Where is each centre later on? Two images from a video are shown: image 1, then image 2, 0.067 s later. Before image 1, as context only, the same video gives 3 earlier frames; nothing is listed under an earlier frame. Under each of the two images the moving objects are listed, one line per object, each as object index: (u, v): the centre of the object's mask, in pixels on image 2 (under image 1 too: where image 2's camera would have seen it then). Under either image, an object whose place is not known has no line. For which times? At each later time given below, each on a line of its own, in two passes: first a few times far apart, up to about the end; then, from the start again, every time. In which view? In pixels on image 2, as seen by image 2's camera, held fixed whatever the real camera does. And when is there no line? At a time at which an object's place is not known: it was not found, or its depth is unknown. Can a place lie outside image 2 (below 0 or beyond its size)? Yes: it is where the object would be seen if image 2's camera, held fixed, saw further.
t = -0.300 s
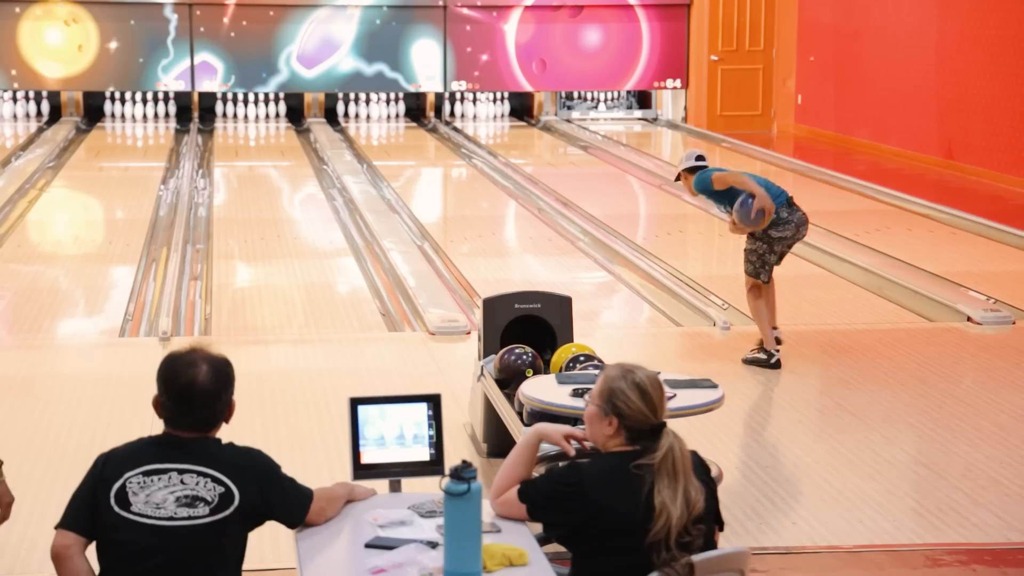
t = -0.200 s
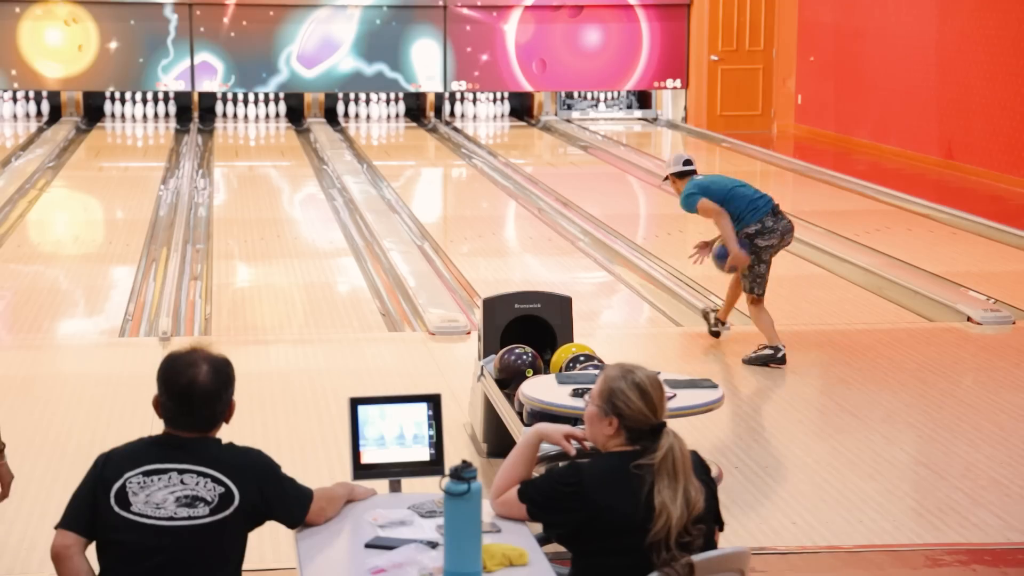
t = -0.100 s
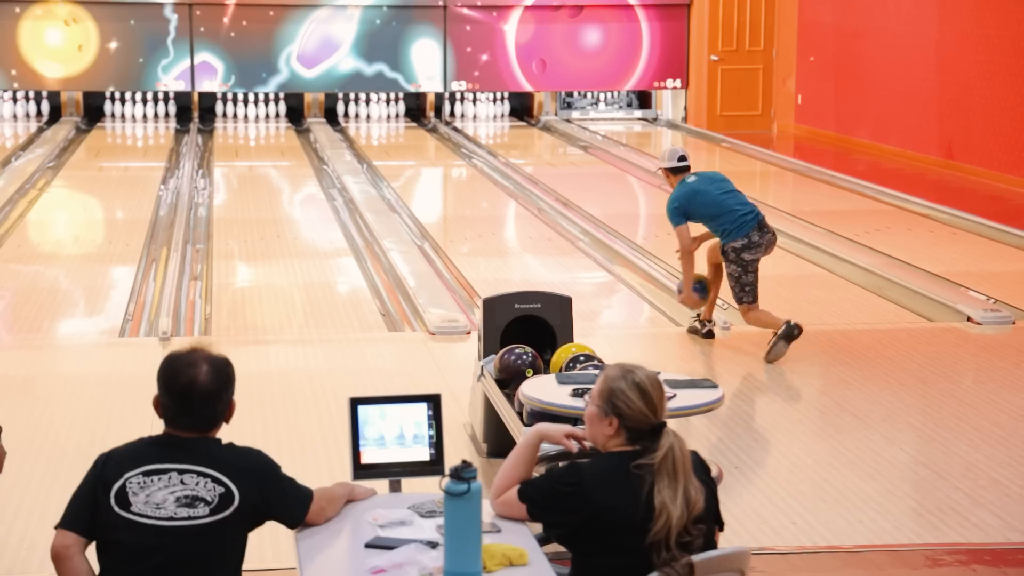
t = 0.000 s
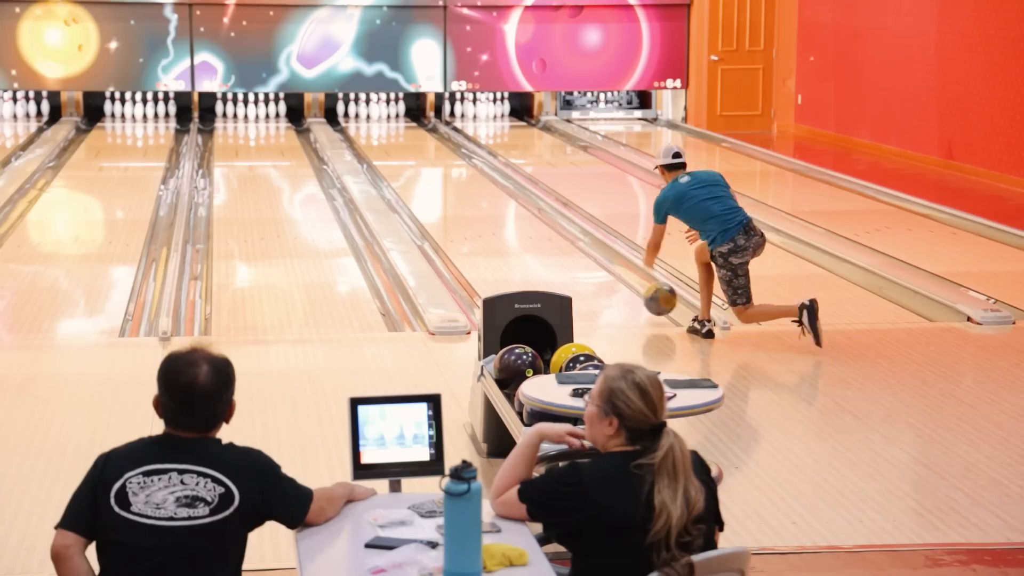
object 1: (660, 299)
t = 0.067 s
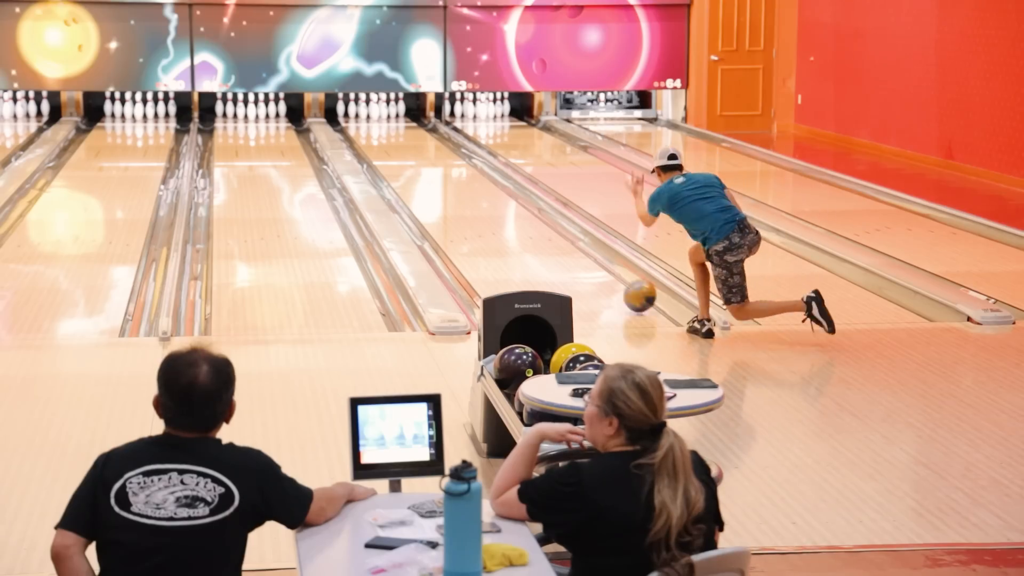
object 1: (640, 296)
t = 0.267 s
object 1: (589, 268)
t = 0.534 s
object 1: (535, 238)
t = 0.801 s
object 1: (493, 213)
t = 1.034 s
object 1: (463, 195)
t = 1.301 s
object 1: (434, 177)
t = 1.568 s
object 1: (411, 163)
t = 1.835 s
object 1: (392, 150)
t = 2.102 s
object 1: (376, 138)
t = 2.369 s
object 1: (368, 128)
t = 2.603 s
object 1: (367, 121)
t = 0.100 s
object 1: (631, 290)
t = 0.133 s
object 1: (621, 285)
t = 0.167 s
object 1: (613, 281)
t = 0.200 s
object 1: (604, 277)
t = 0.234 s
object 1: (596, 273)
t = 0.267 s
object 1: (589, 268)
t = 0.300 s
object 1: (581, 264)
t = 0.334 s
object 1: (574, 260)
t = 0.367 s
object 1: (567, 256)
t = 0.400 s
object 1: (560, 252)
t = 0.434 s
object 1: (554, 248)
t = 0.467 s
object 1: (547, 245)
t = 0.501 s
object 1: (541, 241)
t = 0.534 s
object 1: (535, 238)
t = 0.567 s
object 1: (529, 234)
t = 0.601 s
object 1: (524, 231)
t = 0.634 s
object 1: (518, 227)
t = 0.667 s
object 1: (513, 225)
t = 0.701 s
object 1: (507, 222)
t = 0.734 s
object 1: (502, 219)
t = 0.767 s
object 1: (497, 216)
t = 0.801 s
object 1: (493, 213)
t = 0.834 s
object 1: (488, 210)
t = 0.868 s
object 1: (484, 208)
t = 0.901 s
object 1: (479, 205)
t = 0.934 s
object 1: (475, 203)
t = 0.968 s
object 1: (471, 200)
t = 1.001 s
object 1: (467, 197)
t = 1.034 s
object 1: (463, 195)
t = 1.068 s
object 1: (459, 193)
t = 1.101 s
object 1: (455, 190)
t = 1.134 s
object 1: (452, 188)
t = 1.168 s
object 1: (448, 186)
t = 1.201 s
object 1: (445, 184)
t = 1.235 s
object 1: (441, 181)
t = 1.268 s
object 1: (438, 179)
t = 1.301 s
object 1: (434, 177)
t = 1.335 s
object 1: (431, 175)
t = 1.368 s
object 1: (428, 173)
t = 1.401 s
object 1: (425, 171)
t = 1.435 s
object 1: (422, 170)
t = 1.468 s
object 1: (419, 167)
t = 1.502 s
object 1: (416, 166)
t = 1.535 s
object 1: (414, 164)
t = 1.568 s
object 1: (411, 163)
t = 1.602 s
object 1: (408, 161)
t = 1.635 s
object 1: (406, 158)
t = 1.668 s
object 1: (404, 159)
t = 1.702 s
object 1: (401, 156)
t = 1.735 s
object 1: (398, 155)
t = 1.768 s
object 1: (396, 153)
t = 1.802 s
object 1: (394, 150)
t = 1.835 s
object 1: (392, 150)
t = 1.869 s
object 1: (389, 148)
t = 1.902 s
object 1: (388, 148)
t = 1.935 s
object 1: (385, 145)
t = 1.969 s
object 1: (384, 144)
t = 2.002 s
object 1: (382, 142)
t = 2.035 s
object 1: (380, 141)
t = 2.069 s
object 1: (378, 140)
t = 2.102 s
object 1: (376, 138)
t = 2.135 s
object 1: (375, 137)
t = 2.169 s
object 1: (373, 135)
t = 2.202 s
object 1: (372, 134)
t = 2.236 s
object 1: (371, 133)
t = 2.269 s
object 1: (370, 132)
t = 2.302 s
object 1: (369, 131)
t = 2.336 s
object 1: (368, 130)
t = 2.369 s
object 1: (368, 128)
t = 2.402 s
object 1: (368, 127)
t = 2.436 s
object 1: (368, 127)
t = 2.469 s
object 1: (367, 126)
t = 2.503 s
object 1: (366, 124)
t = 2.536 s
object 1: (367, 124)
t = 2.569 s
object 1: (367, 122)
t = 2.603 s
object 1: (367, 121)
